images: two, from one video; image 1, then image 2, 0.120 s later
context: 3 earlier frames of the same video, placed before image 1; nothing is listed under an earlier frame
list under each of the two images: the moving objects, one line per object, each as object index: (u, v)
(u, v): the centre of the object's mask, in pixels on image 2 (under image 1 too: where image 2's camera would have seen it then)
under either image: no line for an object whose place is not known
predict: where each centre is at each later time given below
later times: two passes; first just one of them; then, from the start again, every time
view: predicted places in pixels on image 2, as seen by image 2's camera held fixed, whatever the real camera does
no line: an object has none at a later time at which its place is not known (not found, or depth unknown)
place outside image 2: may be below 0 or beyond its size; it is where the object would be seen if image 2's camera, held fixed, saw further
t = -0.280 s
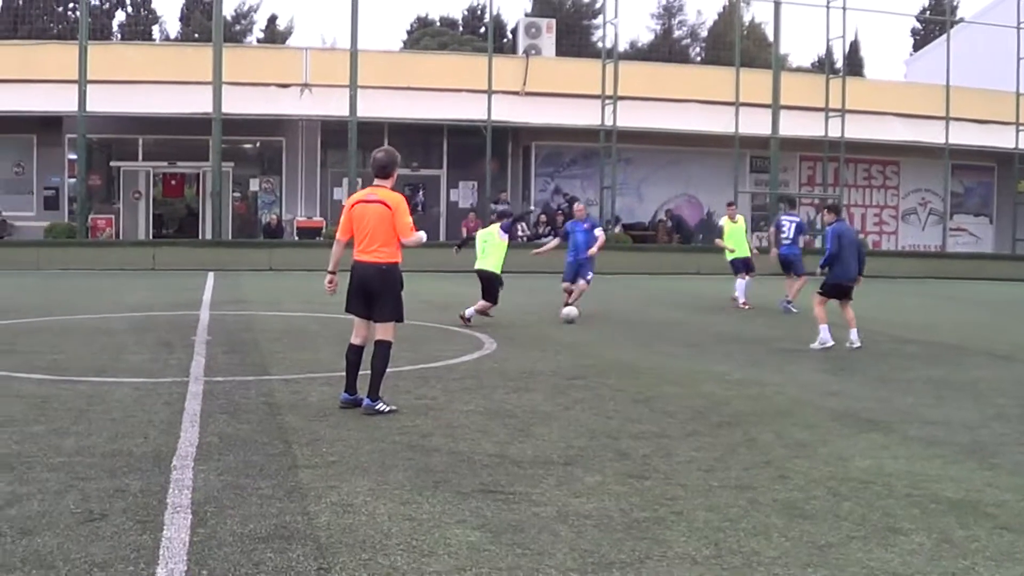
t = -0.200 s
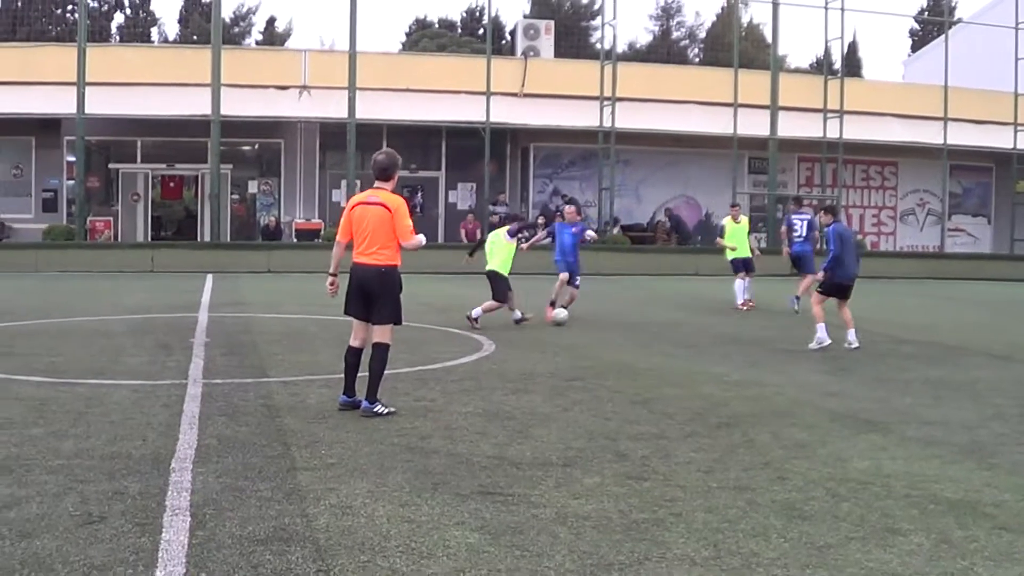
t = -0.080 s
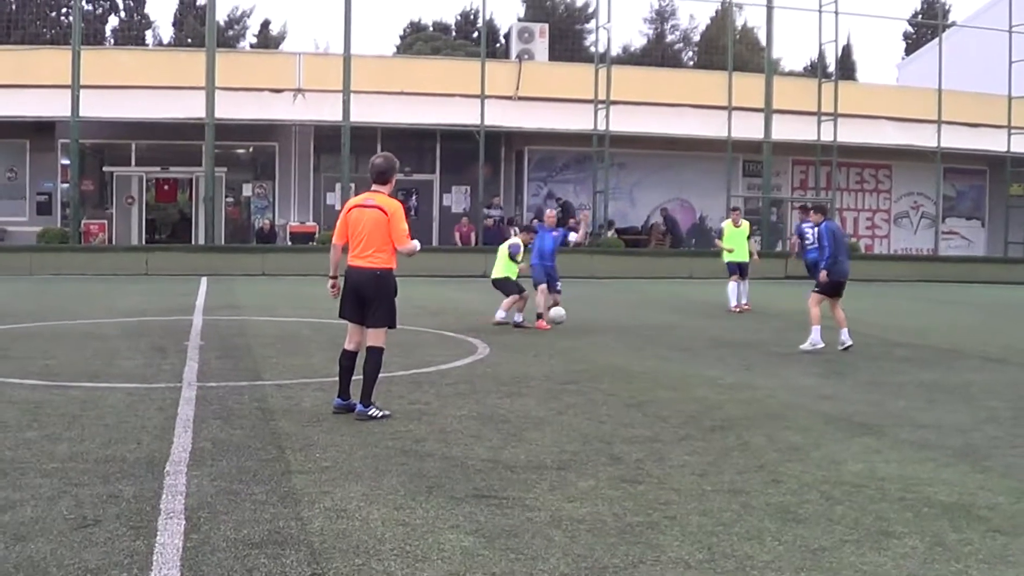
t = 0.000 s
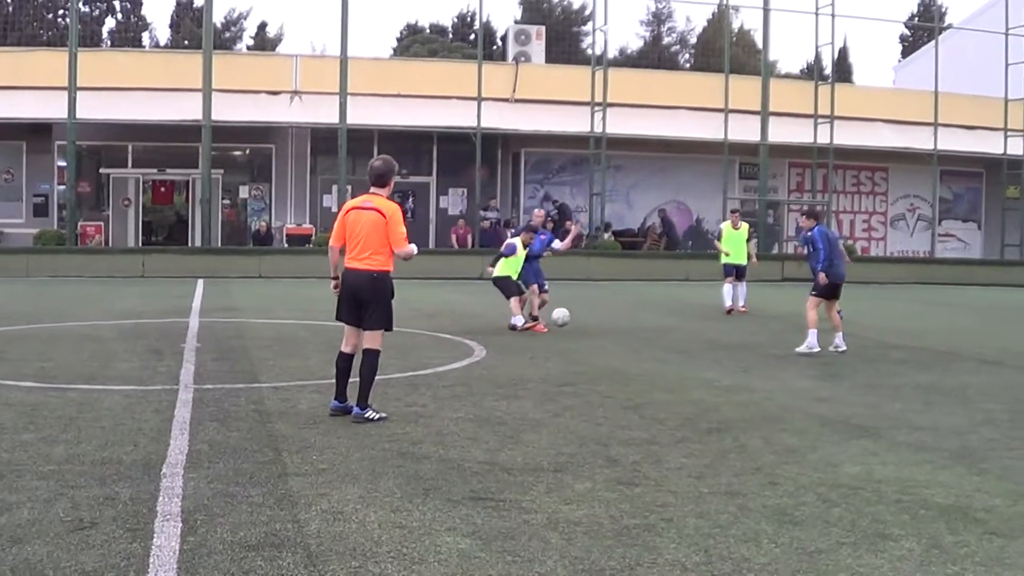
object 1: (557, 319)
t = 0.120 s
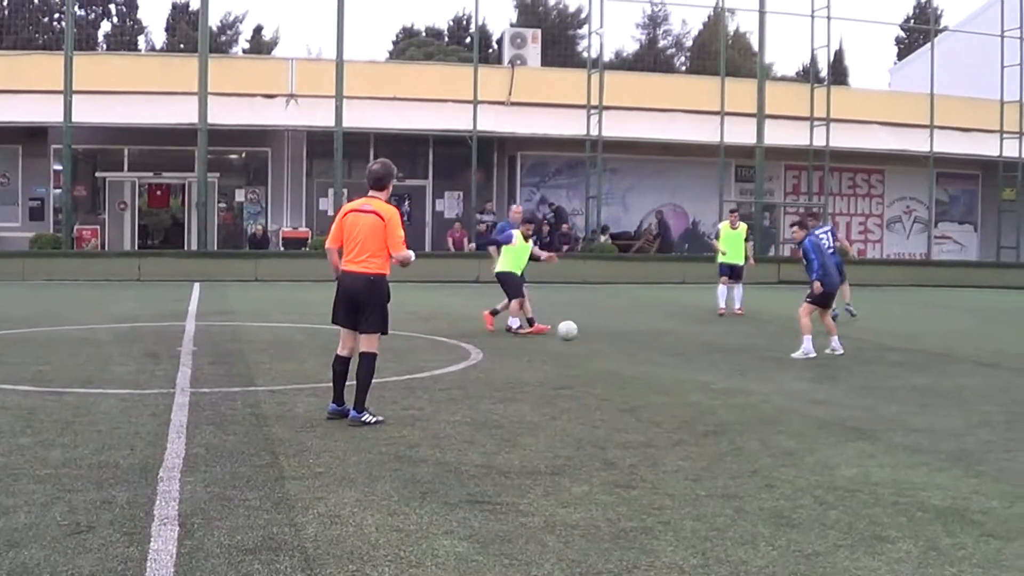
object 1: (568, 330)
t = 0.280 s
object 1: (577, 360)
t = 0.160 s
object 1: (570, 338)
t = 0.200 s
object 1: (574, 347)
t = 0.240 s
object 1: (576, 359)
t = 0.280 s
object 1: (577, 360)
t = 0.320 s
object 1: (577, 357)
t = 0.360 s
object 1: (576, 355)
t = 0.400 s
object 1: (576, 354)
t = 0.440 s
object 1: (574, 356)
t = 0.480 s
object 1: (573, 359)
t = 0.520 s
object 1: (572, 365)
